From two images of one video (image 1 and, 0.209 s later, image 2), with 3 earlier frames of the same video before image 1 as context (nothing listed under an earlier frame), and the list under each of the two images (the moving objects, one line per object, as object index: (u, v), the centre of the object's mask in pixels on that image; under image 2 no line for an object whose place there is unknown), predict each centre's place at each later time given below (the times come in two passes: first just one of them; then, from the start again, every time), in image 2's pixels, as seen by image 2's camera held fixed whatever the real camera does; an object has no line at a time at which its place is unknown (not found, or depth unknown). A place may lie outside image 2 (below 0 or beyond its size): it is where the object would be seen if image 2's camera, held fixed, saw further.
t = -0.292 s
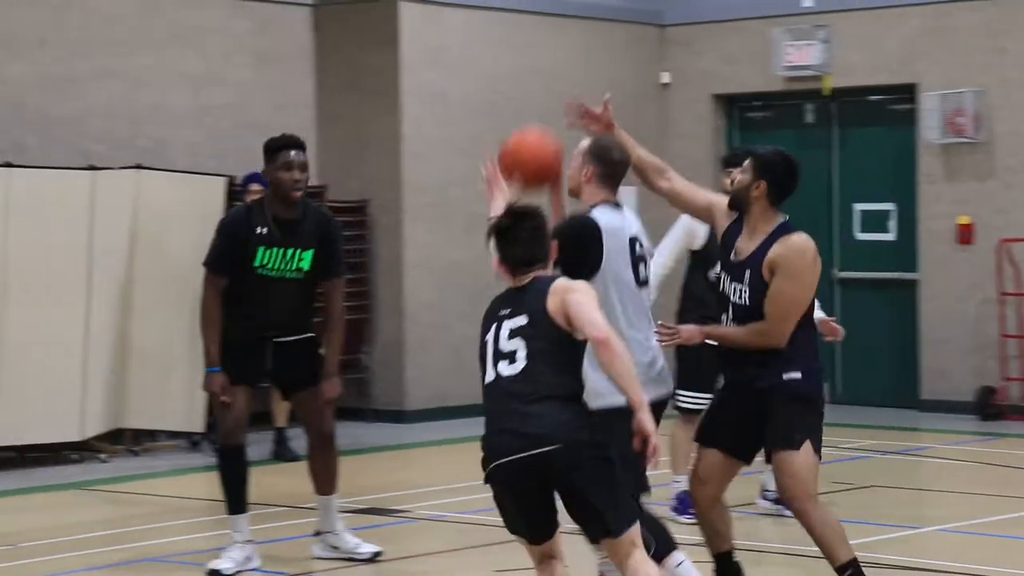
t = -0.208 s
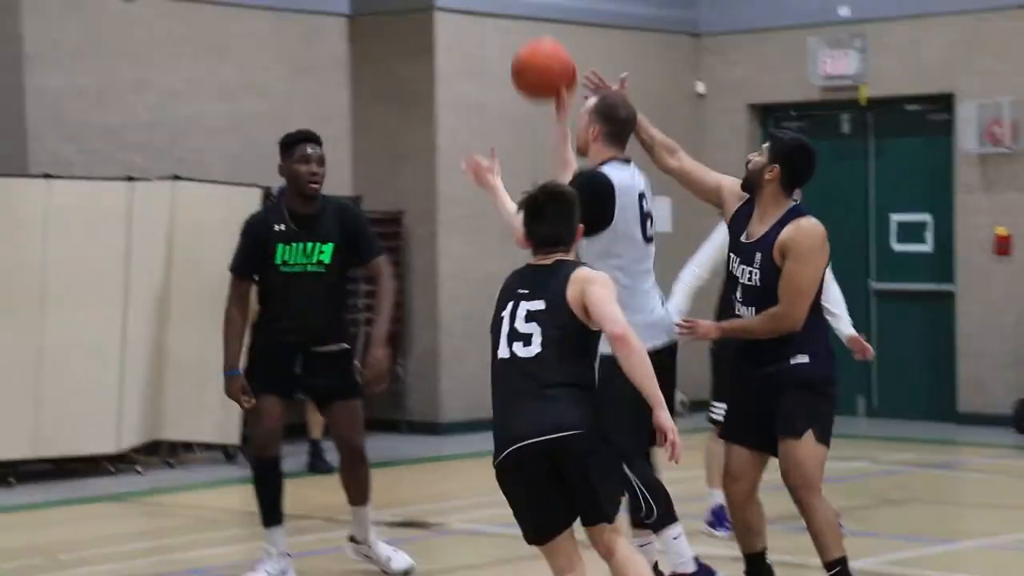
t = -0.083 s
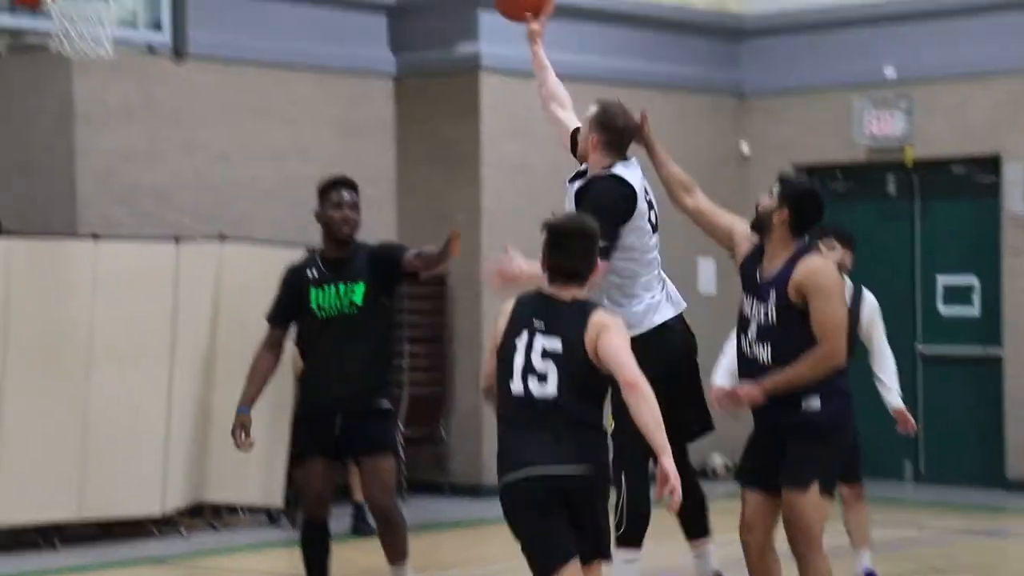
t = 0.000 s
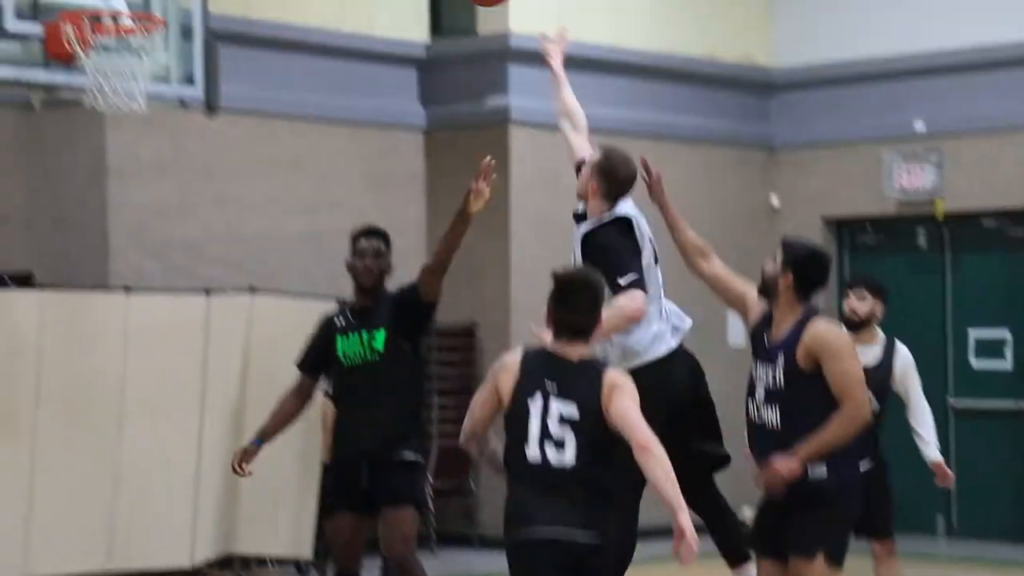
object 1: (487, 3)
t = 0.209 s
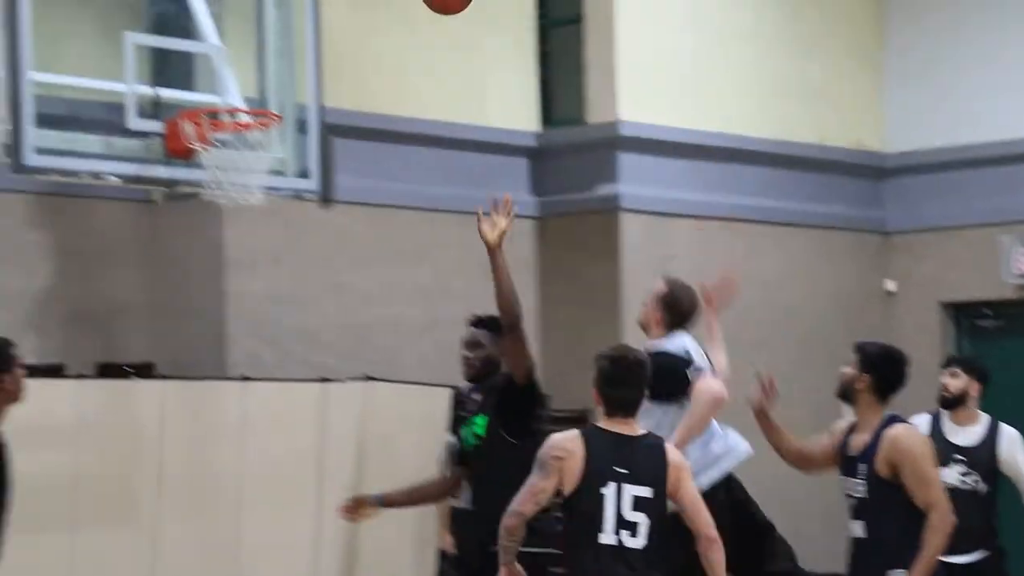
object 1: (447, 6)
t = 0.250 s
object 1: (419, -2)
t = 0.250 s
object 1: (419, -2)
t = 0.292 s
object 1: (391, -6)
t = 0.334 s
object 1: (365, -6)
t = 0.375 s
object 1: (340, -3)
